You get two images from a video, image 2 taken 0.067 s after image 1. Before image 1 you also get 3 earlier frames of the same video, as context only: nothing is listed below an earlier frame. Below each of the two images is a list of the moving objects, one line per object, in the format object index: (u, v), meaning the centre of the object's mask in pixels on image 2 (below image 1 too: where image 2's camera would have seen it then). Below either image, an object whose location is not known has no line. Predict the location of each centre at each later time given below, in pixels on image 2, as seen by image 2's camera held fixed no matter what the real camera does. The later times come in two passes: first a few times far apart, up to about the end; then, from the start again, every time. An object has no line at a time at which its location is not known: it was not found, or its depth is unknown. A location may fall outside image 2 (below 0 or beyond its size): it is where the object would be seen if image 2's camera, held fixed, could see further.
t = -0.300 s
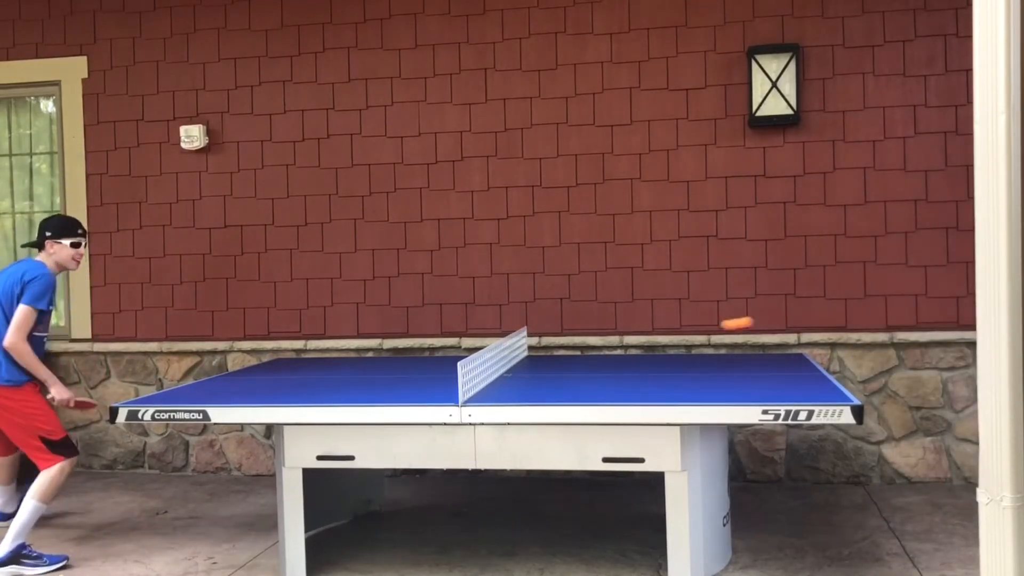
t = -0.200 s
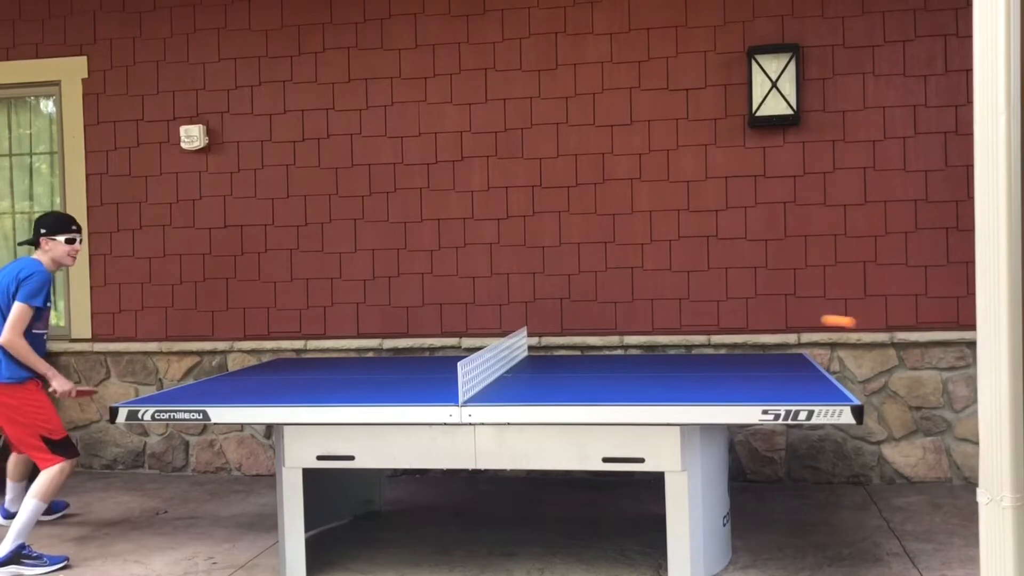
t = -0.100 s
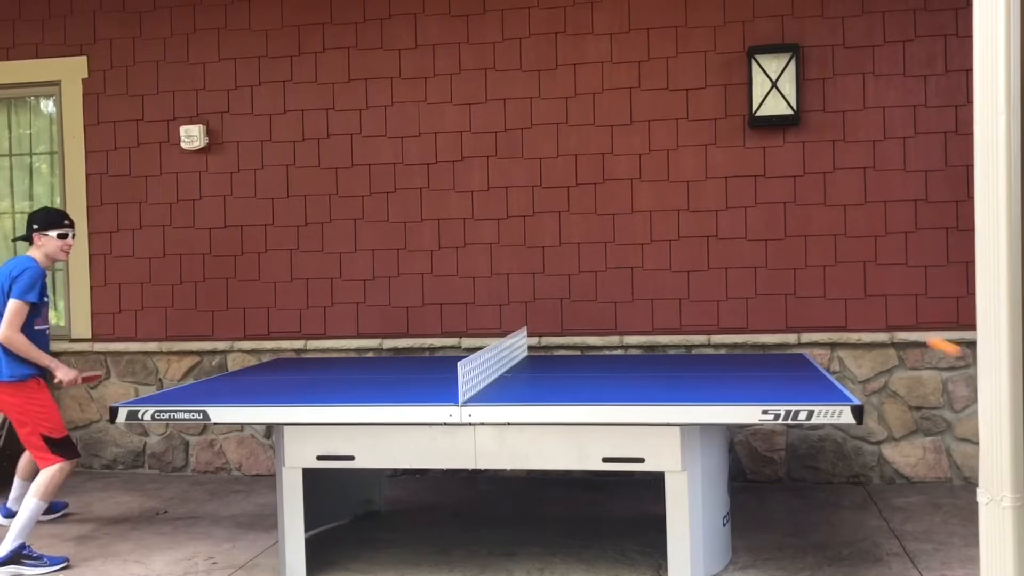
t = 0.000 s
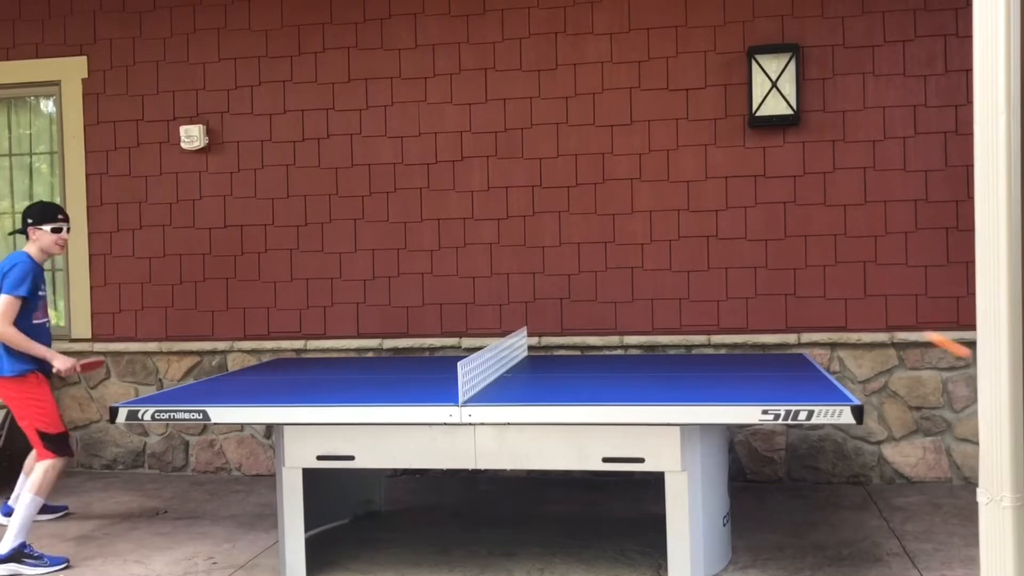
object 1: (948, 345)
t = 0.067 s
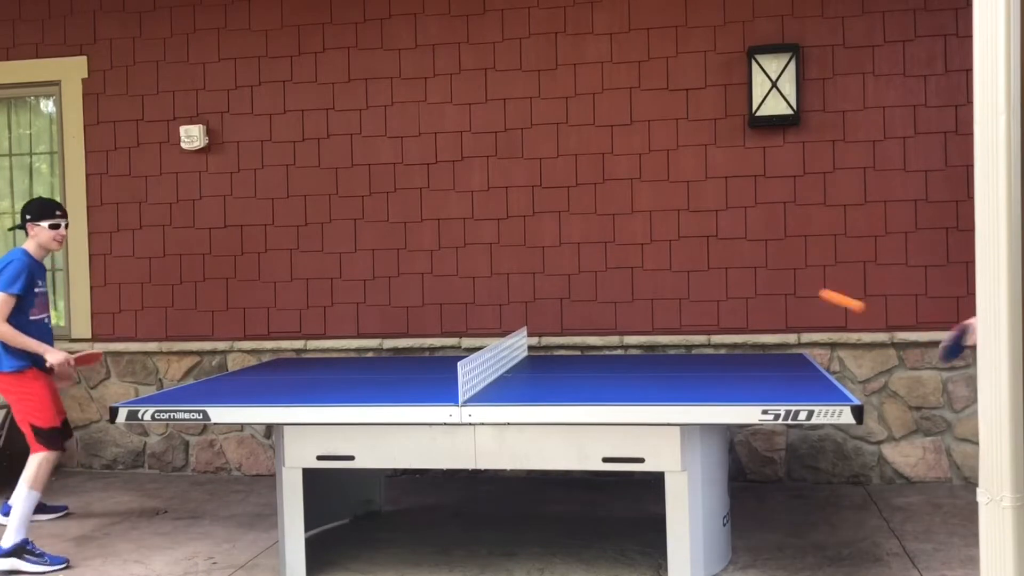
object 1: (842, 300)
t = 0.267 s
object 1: (569, 253)
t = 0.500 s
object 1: (326, 326)
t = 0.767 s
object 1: (145, 310)
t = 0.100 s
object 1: (792, 284)
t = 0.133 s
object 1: (744, 271)
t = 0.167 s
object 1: (697, 262)
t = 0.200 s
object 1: (653, 256)
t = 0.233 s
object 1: (610, 253)
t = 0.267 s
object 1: (569, 253)
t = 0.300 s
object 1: (530, 256)
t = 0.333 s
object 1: (493, 261)
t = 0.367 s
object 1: (457, 270)
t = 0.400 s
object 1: (422, 280)
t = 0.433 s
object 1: (389, 293)
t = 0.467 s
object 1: (356, 308)
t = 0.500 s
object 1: (326, 326)
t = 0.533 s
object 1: (296, 346)
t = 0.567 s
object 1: (268, 367)
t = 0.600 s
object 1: (242, 378)
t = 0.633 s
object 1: (221, 358)
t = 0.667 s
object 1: (200, 340)
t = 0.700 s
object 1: (181, 328)
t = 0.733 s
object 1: (163, 317)
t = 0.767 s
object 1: (145, 310)
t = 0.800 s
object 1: (128, 305)
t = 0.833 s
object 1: (111, 303)
